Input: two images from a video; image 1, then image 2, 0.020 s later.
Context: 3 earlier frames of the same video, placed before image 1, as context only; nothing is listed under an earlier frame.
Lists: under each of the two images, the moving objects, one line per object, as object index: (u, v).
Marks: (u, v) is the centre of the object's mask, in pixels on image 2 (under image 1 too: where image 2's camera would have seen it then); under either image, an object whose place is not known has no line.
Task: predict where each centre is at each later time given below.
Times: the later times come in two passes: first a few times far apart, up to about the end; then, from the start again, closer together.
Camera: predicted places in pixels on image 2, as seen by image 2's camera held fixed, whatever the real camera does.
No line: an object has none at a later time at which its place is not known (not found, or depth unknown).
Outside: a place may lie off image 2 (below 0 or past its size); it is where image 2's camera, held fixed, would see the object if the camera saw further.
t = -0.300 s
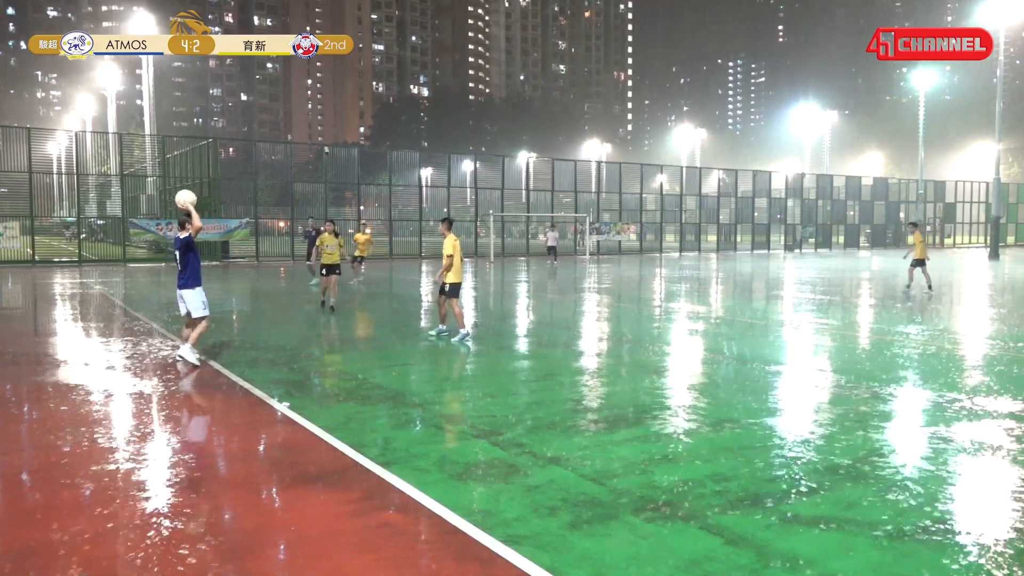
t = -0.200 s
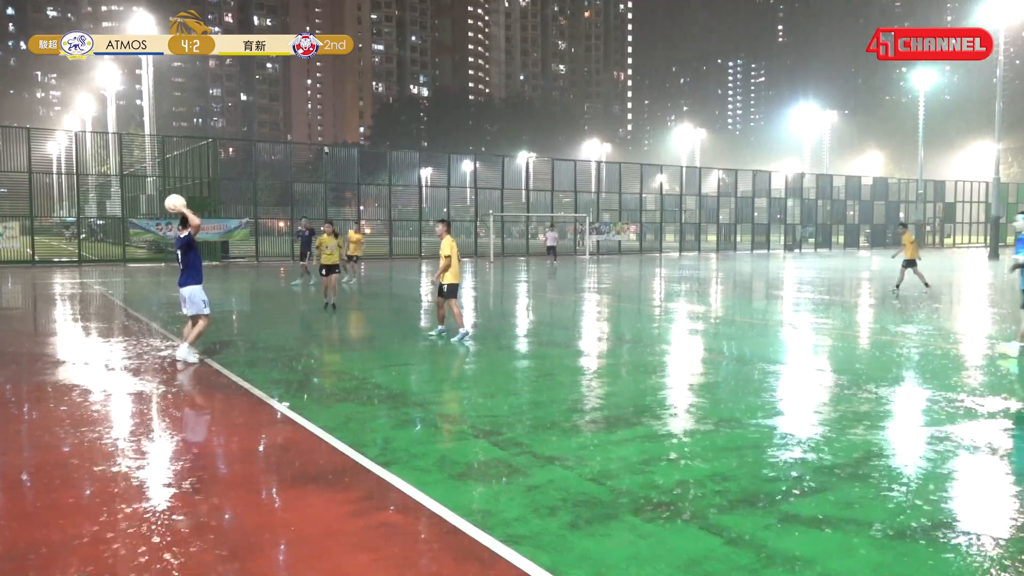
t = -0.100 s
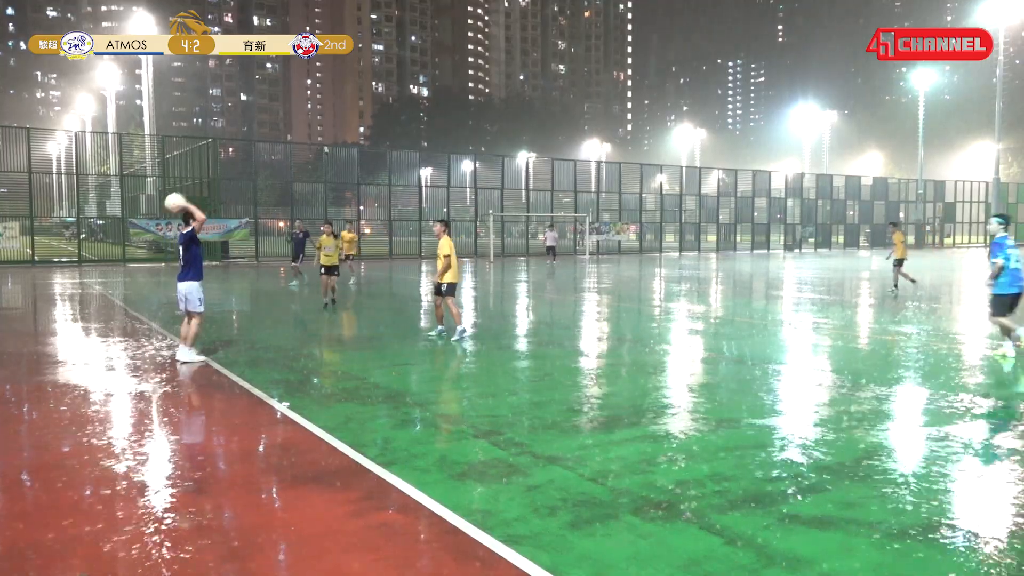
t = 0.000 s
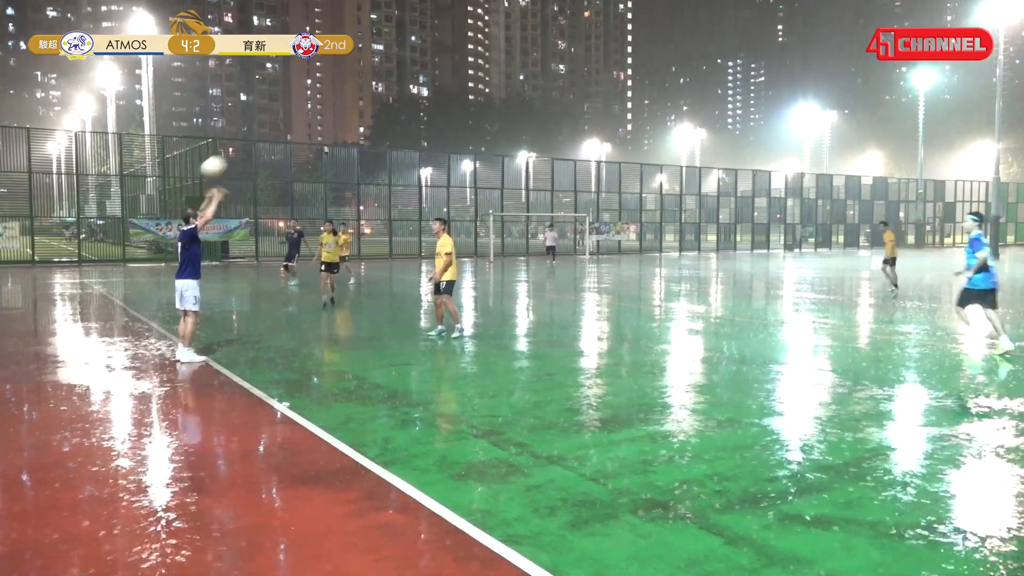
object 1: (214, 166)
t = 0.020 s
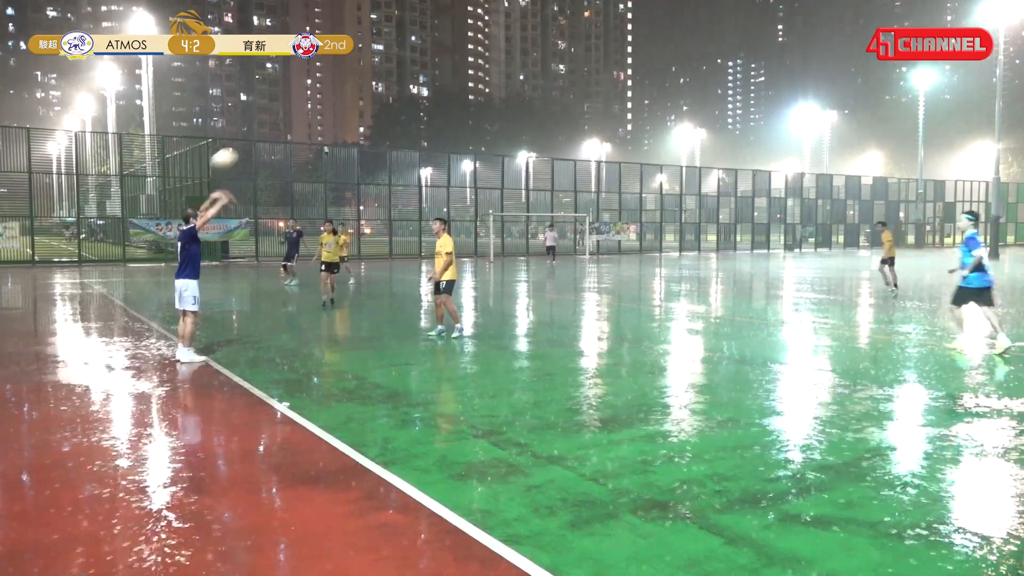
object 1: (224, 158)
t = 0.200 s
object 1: (314, 108)
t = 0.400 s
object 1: (403, 84)
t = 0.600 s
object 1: (486, 94)
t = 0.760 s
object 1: (544, 118)
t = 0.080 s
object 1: (255, 138)
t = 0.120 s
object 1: (276, 126)
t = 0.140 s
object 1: (285, 121)
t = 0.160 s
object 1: (295, 117)
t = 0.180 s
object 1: (305, 112)
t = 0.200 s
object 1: (314, 108)
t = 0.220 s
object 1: (324, 103)
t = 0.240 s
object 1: (333, 100)
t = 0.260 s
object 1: (342, 97)
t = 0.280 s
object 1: (351, 94)
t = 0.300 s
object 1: (360, 92)
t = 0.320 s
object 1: (368, 89)
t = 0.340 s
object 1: (378, 88)
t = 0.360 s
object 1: (387, 87)
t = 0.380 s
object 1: (396, 86)
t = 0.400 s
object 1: (403, 84)
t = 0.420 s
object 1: (411, 85)
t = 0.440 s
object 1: (421, 84)
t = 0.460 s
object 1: (430, 85)
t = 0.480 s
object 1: (438, 85)
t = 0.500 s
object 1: (446, 85)
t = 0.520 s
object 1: (454, 87)
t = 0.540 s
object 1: (461, 88)
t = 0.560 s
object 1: (470, 89)
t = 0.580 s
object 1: (478, 91)
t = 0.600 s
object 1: (486, 94)
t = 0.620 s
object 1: (493, 96)
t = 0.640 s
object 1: (500, 98)
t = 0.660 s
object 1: (508, 101)
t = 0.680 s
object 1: (516, 103)
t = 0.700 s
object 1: (523, 107)
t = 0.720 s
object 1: (530, 111)
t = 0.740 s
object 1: (536, 113)
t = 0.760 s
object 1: (544, 118)
